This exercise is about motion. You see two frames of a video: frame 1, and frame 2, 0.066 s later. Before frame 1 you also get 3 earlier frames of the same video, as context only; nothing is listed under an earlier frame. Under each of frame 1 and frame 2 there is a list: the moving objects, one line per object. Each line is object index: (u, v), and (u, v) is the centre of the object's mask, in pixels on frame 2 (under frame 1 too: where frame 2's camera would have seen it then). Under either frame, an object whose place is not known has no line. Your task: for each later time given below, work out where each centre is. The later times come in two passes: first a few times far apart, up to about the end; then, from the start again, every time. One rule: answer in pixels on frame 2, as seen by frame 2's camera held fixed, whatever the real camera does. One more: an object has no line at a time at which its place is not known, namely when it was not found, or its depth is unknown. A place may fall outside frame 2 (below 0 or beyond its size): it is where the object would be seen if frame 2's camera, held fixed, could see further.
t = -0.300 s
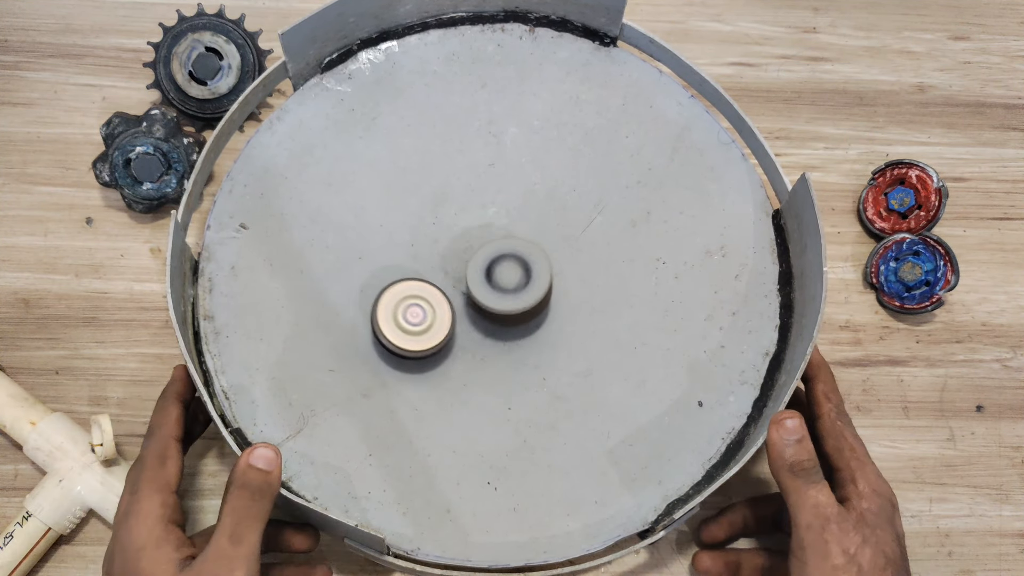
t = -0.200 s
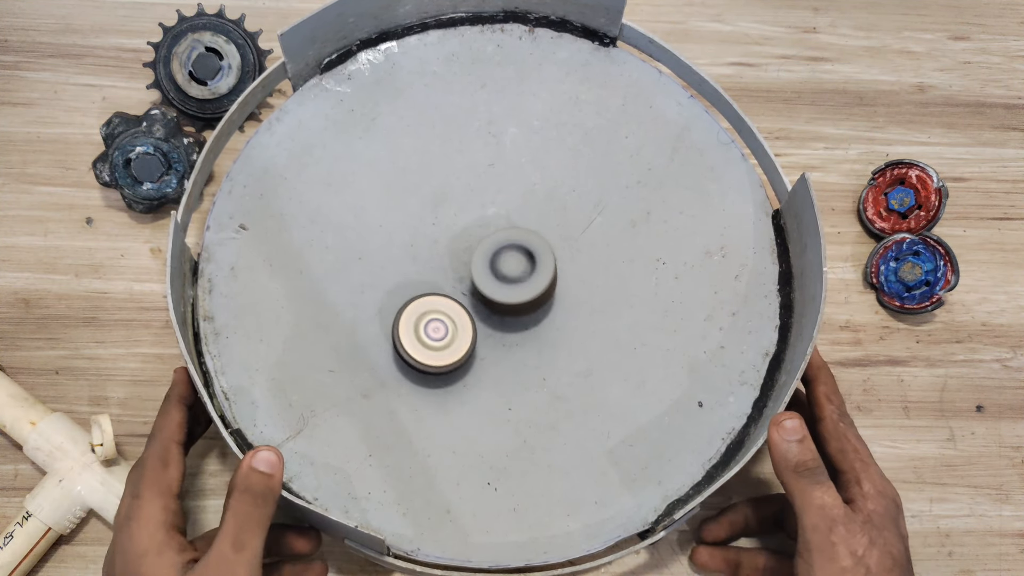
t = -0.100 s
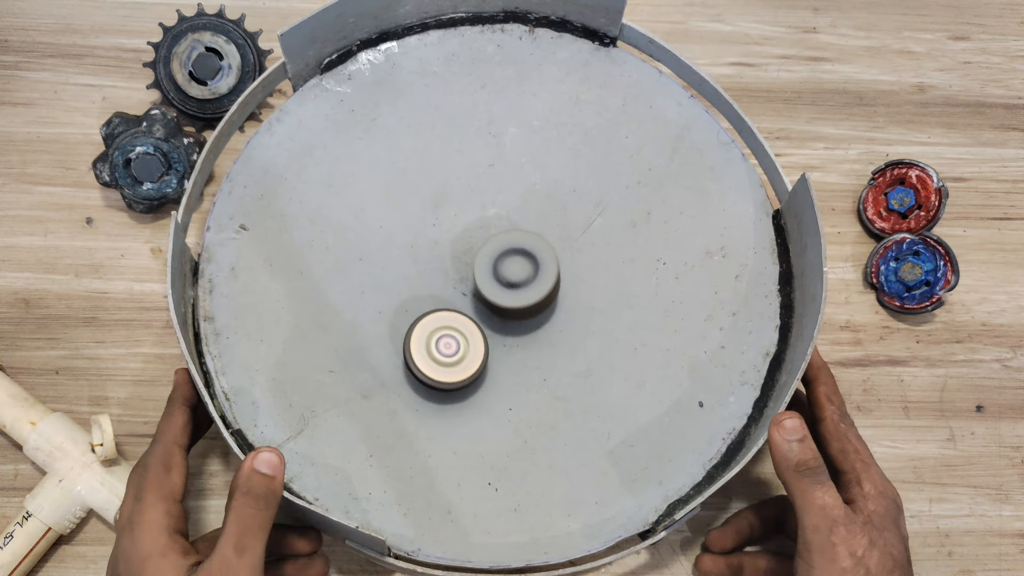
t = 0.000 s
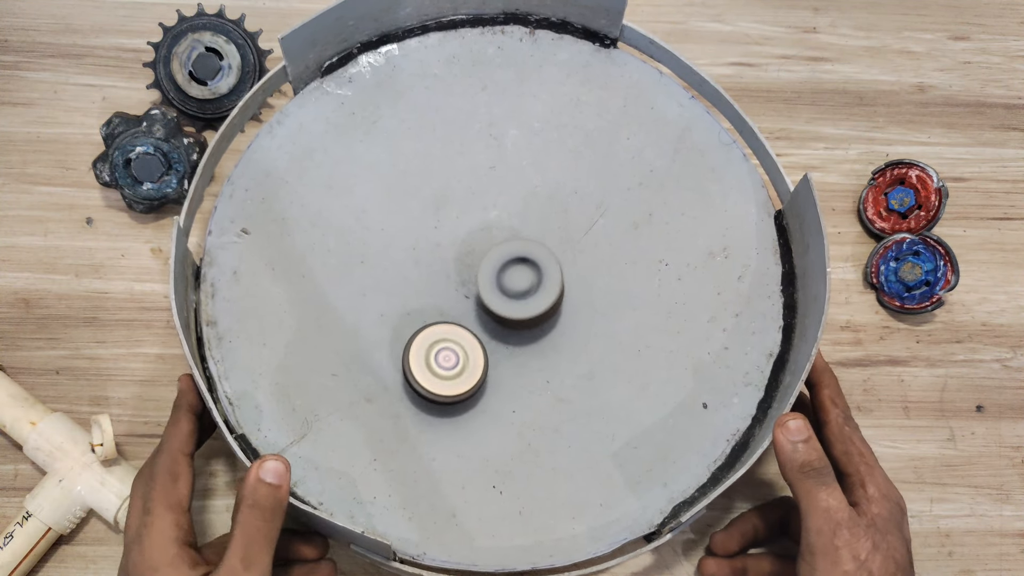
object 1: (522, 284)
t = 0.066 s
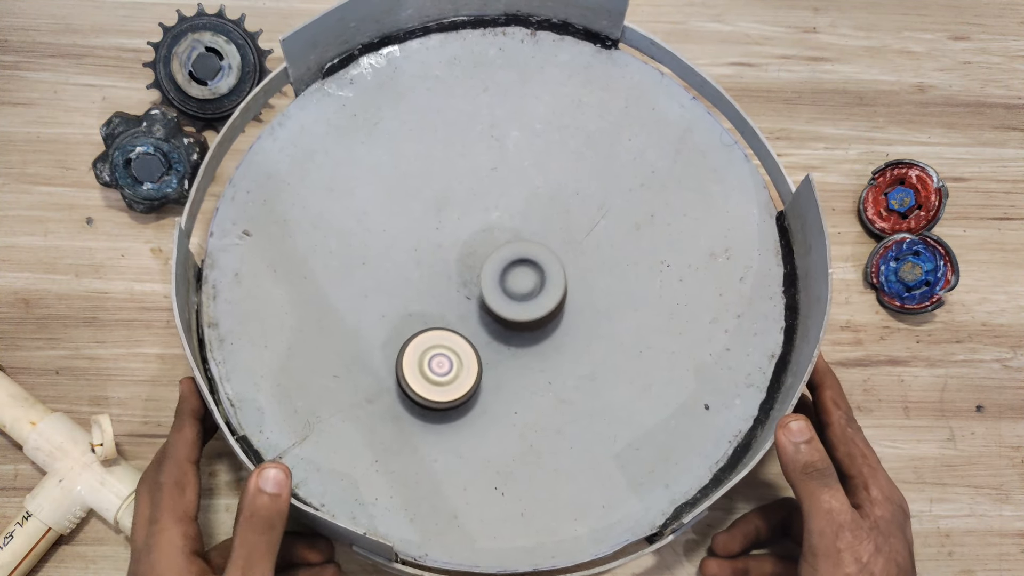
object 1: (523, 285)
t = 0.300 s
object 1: (513, 267)
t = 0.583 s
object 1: (488, 261)
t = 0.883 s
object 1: (531, 191)
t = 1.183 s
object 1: (525, 234)
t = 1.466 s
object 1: (525, 246)
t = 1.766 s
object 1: (617, 234)
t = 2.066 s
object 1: (581, 284)
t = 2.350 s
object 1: (472, 269)
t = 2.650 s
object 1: (573, 249)
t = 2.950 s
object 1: (570, 350)
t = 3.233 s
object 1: (467, 337)
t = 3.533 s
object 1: (452, 250)
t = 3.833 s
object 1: (502, 246)
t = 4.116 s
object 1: (475, 290)
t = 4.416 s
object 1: (449, 260)
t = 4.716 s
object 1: (498, 276)
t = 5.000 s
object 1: (482, 317)
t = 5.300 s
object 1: (473, 289)
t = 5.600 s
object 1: (516, 270)
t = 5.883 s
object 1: (507, 295)
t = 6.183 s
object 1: (472, 256)
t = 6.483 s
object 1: (499, 253)
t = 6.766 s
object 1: (470, 281)
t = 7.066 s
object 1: (463, 254)
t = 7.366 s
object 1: (493, 294)
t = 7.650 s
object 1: (468, 305)
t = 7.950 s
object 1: (492, 271)
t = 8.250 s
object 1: (514, 292)
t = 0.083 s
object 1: (524, 284)
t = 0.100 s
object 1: (524, 284)
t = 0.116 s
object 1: (524, 283)
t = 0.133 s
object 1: (524, 282)
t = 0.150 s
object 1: (524, 281)
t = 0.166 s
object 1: (523, 278)
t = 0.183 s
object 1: (522, 278)
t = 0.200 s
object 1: (521, 276)
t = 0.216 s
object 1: (521, 273)
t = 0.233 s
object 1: (519, 271)
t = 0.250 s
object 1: (518, 270)
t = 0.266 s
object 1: (516, 268)
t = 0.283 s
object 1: (515, 267)
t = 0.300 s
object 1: (513, 267)
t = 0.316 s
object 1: (511, 267)
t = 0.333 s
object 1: (510, 268)
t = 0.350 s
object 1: (510, 268)
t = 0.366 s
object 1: (509, 268)
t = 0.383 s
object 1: (508, 269)
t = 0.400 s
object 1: (508, 269)
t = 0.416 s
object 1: (507, 269)
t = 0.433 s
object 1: (506, 268)
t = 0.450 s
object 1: (505, 268)
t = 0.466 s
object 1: (503, 267)
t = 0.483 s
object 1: (501, 267)
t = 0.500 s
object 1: (500, 265)
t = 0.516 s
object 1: (496, 265)
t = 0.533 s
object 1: (495, 264)
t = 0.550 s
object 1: (493, 264)
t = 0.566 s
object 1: (491, 262)
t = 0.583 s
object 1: (488, 261)
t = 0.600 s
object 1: (486, 260)
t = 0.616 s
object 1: (489, 250)
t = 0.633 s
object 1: (494, 236)
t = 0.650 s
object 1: (497, 227)
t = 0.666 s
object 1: (499, 220)
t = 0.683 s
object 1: (501, 214)
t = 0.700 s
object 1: (504, 208)
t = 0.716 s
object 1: (507, 203)
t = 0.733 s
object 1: (510, 199)
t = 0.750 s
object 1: (512, 196)
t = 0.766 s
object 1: (514, 195)
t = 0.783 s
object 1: (517, 193)
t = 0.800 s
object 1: (520, 192)
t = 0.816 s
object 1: (523, 190)
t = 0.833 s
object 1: (525, 190)
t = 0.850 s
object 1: (526, 190)
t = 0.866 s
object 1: (529, 191)
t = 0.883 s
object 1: (531, 191)
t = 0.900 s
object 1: (533, 192)
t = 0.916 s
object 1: (535, 193)
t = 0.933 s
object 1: (537, 195)
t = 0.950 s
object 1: (538, 197)
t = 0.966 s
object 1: (540, 198)
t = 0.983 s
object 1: (540, 200)
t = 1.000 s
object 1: (540, 201)
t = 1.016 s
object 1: (541, 205)
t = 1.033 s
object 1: (541, 207)
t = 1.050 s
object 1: (541, 209)
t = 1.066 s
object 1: (540, 211)
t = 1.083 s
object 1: (539, 214)
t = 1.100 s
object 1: (538, 217)
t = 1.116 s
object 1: (536, 220)
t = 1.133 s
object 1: (535, 223)
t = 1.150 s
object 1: (532, 226)
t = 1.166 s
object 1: (528, 229)
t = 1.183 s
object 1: (525, 234)
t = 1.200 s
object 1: (521, 238)
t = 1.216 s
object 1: (518, 242)
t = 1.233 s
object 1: (512, 247)
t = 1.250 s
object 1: (508, 250)
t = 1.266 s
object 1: (503, 256)
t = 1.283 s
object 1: (498, 260)
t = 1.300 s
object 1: (494, 264)
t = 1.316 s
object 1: (487, 268)
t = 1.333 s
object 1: (487, 268)
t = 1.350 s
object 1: (493, 264)
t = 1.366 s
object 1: (497, 261)
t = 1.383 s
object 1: (503, 257)
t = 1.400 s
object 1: (507, 255)
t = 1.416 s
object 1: (509, 252)
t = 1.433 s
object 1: (511, 252)
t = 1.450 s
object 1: (513, 251)
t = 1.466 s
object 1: (525, 246)
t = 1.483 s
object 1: (536, 241)
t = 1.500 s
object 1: (547, 237)
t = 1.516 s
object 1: (554, 234)
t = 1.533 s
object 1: (561, 232)
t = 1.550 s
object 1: (566, 231)
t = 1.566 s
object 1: (570, 231)
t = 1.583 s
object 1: (574, 232)
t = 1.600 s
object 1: (578, 233)
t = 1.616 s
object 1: (581, 234)
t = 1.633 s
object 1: (583, 236)
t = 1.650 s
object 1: (585, 238)
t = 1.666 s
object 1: (586, 241)
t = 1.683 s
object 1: (587, 244)
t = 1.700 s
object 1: (594, 241)
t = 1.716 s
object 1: (603, 238)
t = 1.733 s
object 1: (609, 236)
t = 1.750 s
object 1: (614, 235)
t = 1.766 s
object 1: (617, 234)
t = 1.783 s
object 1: (619, 235)
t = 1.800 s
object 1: (621, 236)
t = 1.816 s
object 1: (622, 239)
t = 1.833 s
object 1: (622, 241)
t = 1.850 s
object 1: (622, 244)
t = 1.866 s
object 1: (622, 247)
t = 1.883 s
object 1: (621, 251)
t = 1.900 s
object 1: (620, 254)
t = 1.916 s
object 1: (618, 258)
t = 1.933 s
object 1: (615, 261)
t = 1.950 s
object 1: (612, 264)
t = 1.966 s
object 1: (608, 268)
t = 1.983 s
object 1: (605, 272)
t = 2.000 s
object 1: (601, 275)
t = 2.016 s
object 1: (596, 278)
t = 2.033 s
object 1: (591, 280)
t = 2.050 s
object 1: (586, 282)
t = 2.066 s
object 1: (581, 284)
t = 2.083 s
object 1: (574, 286)
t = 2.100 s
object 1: (567, 286)
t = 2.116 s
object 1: (559, 287)
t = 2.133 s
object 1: (552, 288)
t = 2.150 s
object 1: (545, 289)
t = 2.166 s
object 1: (538, 289)
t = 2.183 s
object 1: (532, 289)
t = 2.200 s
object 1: (525, 288)
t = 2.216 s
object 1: (518, 287)
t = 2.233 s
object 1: (511, 286)
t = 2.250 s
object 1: (503, 284)
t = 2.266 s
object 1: (494, 282)
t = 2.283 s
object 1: (487, 281)
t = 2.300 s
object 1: (481, 278)
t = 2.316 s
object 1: (475, 276)
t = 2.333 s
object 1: (471, 274)
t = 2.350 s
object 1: (472, 269)
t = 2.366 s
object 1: (486, 264)
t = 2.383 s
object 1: (497, 258)
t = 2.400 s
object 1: (506, 254)
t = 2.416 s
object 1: (515, 250)
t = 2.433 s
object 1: (520, 246)
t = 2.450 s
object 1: (525, 244)
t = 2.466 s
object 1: (530, 241)
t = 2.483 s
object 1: (534, 240)
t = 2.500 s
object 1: (538, 239)
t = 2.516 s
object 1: (541, 238)
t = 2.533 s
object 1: (544, 237)
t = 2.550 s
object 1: (546, 236)
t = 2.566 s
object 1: (549, 236)
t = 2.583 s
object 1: (551, 236)
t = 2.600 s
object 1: (552, 236)
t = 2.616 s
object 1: (553, 236)
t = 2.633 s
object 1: (560, 239)
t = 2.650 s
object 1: (573, 249)
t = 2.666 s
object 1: (584, 257)
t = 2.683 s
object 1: (592, 264)
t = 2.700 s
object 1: (599, 271)
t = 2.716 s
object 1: (604, 278)
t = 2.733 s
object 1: (607, 285)
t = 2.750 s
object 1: (610, 292)
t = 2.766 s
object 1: (611, 298)
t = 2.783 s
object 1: (610, 304)
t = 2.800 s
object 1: (609, 310)
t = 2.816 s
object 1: (606, 316)
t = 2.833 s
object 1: (603, 321)
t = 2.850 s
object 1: (600, 326)
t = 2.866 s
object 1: (595, 330)
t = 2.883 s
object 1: (591, 335)
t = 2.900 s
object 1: (586, 339)
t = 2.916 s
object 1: (581, 343)
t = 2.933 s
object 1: (576, 346)
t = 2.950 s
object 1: (570, 350)
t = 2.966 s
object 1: (565, 353)
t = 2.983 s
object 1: (560, 355)
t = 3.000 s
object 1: (555, 358)
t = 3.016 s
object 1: (549, 360)
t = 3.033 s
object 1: (544, 361)
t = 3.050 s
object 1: (538, 362)
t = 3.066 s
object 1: (533, 363)
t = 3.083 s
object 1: (526, 362)
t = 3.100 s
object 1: (519, 362)
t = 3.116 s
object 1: (512, 361)
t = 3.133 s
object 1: (505, 358)
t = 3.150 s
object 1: (499, 356)
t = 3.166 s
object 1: (492, 353)
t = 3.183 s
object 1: (485, 349)
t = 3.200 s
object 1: (479, 345)
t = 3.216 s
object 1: (473, 342)
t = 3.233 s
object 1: (467, 337)
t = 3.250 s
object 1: (462, 333)
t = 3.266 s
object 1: (458, 327)
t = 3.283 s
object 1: (453, 322)
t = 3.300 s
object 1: (450, 317)
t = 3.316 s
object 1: (448, 312)
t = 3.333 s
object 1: (446, 307)
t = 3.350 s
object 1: (445, 302)
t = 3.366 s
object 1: (443, 296)
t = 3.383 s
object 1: (443, 291)
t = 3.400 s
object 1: (442, 286)
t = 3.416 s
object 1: (442, 281)
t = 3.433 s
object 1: (443, 276)
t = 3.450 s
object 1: (444, 271)
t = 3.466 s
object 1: (445, 267)
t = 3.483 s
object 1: (446, 262)
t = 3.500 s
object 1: (448, 258)
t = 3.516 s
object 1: (450, 254)
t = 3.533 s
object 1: (452, 250)
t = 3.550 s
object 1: (455, 246)
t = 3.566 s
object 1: (458, 243)
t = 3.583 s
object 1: (461, 240)
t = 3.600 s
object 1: (464, 238)
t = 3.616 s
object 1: (467, 235)
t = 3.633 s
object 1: (470, 234)
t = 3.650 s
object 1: (474, 232)
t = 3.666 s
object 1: (477, 231)
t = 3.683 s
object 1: (480, 231)
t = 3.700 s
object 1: (483, 231)
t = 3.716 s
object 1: (486, 231)
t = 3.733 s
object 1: (489, 232)
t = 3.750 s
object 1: (492, 234)
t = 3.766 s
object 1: (494, 236)
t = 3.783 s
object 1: (497, 237)
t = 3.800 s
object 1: (499, 240)
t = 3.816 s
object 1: (501, 242)
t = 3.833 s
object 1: (502, 246)
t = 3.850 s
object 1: (503, 249)
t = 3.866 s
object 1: (504, 252)
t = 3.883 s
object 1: (504, 256)
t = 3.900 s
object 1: (504, 259)
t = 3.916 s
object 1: (504, 262)
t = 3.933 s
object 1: (503, 266)
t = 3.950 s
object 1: (502, 269)
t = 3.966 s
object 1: (501, 273)
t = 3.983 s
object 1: (499, 276)
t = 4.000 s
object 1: (497, 279)
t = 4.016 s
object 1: (495, 282)
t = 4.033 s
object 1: (492, 285)
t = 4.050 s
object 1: (489, 286)
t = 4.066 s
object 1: (485, 288)
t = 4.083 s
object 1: (482, 289)
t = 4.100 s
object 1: (478, 290)
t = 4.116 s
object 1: (475, 290)
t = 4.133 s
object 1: (471, 290)
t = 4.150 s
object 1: (468, 290)
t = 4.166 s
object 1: (464, 289)
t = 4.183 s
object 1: (462, 288)
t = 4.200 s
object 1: (459, 286)
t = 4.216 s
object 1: (456, 285)
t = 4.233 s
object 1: (454, 283)
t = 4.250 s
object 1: (451, 281)
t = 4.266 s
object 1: (449, 279)
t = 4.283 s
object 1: (448, 277)
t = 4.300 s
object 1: (446, 274)
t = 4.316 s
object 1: (445, 273)
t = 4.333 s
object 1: (444, 270)
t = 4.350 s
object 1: (445, 268)
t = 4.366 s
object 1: (445, 266)
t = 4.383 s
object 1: (446, 264)
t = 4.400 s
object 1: (447, 262)
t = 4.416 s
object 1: (449, 260)
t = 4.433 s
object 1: (450, 259)
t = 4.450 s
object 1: (453, 257)
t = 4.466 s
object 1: (455, 256)
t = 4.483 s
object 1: (458, 254)
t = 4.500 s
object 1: (460, 253)
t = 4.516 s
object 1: (463, 253)
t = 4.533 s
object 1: (467, 252)
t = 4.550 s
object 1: (470, 253)
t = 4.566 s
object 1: (473, 253)
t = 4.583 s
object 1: (477, 254)
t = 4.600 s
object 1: (480, 256)
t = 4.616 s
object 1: (483, 258)
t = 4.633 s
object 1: (486, 260)
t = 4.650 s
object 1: (489, 263)
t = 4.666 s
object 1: (491, 266)
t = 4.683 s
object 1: (494, 269)
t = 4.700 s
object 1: (496, 272)
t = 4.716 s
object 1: (498, 276)
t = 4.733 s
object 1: (499, 280)
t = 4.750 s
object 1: (500, 284)
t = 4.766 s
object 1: (501, 287)
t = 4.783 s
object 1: (501, 291)
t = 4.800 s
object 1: (501, 295)
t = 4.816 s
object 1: (500, 298)
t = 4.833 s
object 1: (499, 301)
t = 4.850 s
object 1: (498, 303)
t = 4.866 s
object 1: (497, 306)
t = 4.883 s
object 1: (496, 308)
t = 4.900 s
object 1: (494, 310)
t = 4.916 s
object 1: (492, 312)
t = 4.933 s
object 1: (490, 314)
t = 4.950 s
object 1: (488, 315)
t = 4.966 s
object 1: (486, 316)
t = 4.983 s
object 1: (484, 317)
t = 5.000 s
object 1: (482, 317)
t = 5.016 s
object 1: (481, 317)
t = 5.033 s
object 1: (479, 317)
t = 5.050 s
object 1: (478, 317)
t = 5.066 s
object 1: (476, 317)
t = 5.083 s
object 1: (475, 316)
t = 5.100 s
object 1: (474, 316)
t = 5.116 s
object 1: (473, 314)
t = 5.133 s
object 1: (472, 313)
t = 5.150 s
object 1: (471, 311)
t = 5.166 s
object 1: (471, 309)
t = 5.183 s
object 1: (470, 307)
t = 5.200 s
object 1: (470, 305)
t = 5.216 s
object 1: (470, 303)
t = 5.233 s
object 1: (470, 301)
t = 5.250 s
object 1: (471, 298)
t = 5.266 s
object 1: (471, 295)
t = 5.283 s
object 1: (472, 292)
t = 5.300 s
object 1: (473, 289)
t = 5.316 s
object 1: (474, 286)
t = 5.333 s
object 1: (475, 283)
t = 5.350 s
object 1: (477, 281)
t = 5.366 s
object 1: (478, 278)
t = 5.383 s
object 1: (480, 276)
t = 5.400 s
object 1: (483, 274)
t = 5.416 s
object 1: (486, 272)
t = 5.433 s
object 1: (489, 269)
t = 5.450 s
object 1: (492, 268)
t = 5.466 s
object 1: (495, 267)
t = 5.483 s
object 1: (497, 266)
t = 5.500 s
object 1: (500, 266)
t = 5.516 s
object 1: (503, 266)
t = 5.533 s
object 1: (506, 267)
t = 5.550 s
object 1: (509, 267)
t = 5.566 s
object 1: (512, 268)
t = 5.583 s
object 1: (514, 269)
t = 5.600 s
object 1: (516, 270)
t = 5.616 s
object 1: (518, 272)
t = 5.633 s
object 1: (520, 274)
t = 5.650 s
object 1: (522, 275)
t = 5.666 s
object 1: (523, 277)
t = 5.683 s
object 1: (524, 281)
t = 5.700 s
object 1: (524, 282)
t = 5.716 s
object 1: (524, 285)
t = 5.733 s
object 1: (524, 286)
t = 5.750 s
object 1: (523, 287)
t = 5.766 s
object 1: (522, 289)
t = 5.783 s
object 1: (520, 290)
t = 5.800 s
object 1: (519, 291)
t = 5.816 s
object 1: (517, 293)
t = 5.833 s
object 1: (514, 294)
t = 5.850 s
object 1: (512, 294)
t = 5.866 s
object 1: (509, 295)
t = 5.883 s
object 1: (507, 295)
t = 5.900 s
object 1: (504, 295)
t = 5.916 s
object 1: (501, 294)
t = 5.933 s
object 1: (499, 294)
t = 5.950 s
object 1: (495, 292)
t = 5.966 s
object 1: (492, 291)
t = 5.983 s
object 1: (489, 289)
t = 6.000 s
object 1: (486, 287)
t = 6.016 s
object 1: (484, 285)
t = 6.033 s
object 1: (481, 283)
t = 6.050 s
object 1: (479, 281)
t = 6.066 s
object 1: (477, 278)
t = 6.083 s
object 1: (476, 275)
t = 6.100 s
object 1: (474, 272)
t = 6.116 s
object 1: (473, 269)
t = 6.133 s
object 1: (472, 266)
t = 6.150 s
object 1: (472, 262)
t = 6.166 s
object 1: (472, 259)
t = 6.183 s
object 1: (472, 256)
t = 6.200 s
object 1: (472, 253)
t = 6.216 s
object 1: (473, 250)
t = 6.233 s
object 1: (474, 248)
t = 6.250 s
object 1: (476, 246)
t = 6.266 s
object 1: (478, 244)
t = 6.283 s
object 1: (480, 242)
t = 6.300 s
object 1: (482, 241)
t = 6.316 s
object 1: (484, 240)
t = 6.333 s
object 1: (486, 240)
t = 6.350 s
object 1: (488, 241)
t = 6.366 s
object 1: (490, 241)
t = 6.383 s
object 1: (492, 242)
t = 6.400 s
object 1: (494, 244)
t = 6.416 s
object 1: (495, 245)
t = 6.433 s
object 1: (497, 247)
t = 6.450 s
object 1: (498, 249)
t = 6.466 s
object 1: (499, 251)
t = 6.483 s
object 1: (499, 253)
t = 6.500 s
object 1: (500, 256)
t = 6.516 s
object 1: (500, 258)
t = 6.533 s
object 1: (499, 261)
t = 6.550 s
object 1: (499, 264)
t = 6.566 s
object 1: (498, 266)
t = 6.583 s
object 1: (497, 268)
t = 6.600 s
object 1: (495, 271)
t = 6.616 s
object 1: (494, 273)
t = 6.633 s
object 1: (492, 275)
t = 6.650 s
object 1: (489, 277)
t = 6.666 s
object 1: (486, 278)
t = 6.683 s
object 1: (484, 280)
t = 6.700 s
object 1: (481, 281)
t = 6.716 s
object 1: (478, 281)
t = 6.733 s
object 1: (475, 281)
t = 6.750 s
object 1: (473, 281)
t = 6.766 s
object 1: (470, 281)
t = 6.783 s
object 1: (468, 280)
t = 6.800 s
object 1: (465, 278)
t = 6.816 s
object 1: (463, 278)
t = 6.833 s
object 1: (461, 277)
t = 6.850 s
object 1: (459, 275)
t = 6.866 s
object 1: (458, 273)
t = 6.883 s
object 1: (456, 272)
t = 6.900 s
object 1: (455, 270)
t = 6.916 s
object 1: (454, 268)
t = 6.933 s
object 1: (454, 266)
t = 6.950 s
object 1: (453, 264)
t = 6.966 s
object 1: (454, 262)
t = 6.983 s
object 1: (455, 260)
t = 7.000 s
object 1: (456, 258)
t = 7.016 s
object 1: (457, 257)
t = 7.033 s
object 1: (459, 255)
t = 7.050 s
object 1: (461, 254)
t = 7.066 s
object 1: (463, 254)
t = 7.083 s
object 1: (465, 253)
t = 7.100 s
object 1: (468, 253)
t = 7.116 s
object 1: (471, 253)
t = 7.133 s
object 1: (474, 254)
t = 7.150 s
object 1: (477, 255)
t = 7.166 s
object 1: (480, 257)
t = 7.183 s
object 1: (482, 258)
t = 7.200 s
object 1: (485, 261)
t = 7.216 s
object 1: (487, 264)
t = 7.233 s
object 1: (489, 266)
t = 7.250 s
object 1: (491, 270)
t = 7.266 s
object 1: (493, 274)
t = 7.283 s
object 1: (494, 277)
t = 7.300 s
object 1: (494, 280)
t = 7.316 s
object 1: (495, 283)
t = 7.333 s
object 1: (495, 287)
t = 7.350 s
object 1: (494, 290)
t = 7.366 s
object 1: (493, 294)
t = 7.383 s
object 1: (492, 296)
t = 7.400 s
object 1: (491, 298)
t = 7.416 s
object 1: (490, 300)
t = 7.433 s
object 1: (488, 302)
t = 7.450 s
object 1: (486, 303)
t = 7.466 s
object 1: (484, 305)
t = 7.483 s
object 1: (483, 306)
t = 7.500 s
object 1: (481, 307)
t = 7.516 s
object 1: (479, 308)
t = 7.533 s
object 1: (477, 309)
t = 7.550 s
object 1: (475, 309)
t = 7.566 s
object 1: (474, 309)
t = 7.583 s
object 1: (472, 309)
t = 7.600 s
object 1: (471, 308)
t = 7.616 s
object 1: (469, 307)
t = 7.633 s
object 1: (468, 306)
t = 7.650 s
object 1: (468, 305)
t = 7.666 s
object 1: (467, 303)
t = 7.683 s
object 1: (467, 301)
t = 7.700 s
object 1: (467, 299)
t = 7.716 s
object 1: (467, 298)
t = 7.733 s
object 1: (467, 296)
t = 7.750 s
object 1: (468, 294)
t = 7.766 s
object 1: (469, 292)
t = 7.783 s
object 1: (470, 289)
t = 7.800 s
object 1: (470, 287)
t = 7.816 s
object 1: (472, 285)
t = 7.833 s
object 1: (473, 283)
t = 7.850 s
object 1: (476, 280)
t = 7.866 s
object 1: (478, 278)
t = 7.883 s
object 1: (480, 276)
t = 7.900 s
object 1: (483, 274)
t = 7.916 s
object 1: (486, 273)
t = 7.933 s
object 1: (489, 272)
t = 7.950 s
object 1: (492, 271)
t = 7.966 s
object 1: (494, 271)
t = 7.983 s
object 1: (497, 271)
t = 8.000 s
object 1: (500, 272)
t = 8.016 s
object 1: (503, 272)
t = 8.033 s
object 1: (505, 274)
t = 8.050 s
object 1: (507, 275)
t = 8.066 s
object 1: (509, 277)
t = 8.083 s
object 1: (511, 278)
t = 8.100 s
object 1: (512, 280)
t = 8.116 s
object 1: (513, 280)
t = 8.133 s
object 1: (514, 282)
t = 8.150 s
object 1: (515, 284)
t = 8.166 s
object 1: (516, 286)
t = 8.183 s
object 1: (516, 287)
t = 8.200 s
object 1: (516, 289)
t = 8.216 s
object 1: (516, 290)
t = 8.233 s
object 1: (515, 291)
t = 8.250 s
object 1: (514, 292)
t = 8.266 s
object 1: (513, 293)
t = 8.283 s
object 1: (512, 295)
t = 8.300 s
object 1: (510, 295)
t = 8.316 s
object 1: (508, 296)
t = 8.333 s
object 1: (506, 296)
